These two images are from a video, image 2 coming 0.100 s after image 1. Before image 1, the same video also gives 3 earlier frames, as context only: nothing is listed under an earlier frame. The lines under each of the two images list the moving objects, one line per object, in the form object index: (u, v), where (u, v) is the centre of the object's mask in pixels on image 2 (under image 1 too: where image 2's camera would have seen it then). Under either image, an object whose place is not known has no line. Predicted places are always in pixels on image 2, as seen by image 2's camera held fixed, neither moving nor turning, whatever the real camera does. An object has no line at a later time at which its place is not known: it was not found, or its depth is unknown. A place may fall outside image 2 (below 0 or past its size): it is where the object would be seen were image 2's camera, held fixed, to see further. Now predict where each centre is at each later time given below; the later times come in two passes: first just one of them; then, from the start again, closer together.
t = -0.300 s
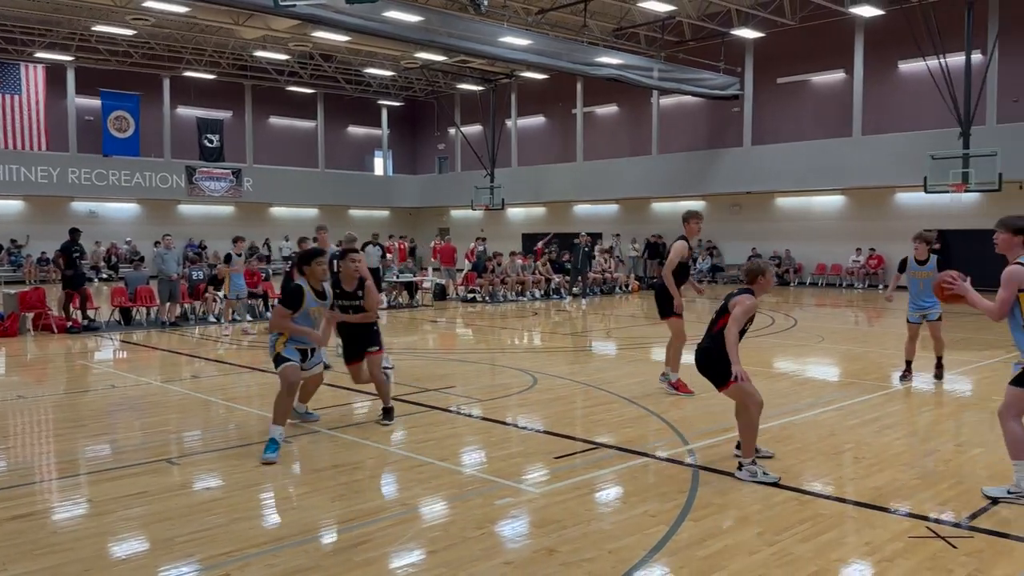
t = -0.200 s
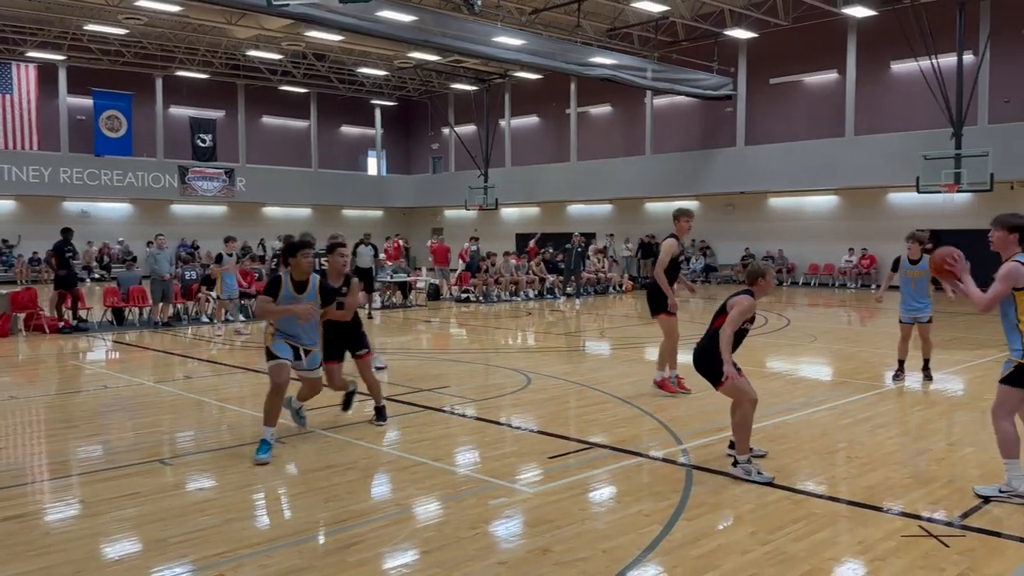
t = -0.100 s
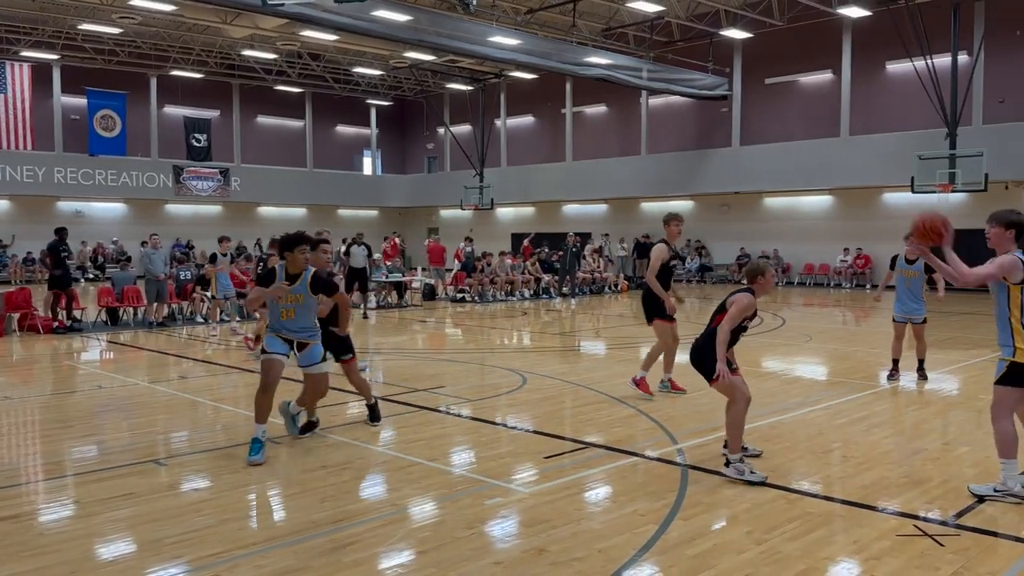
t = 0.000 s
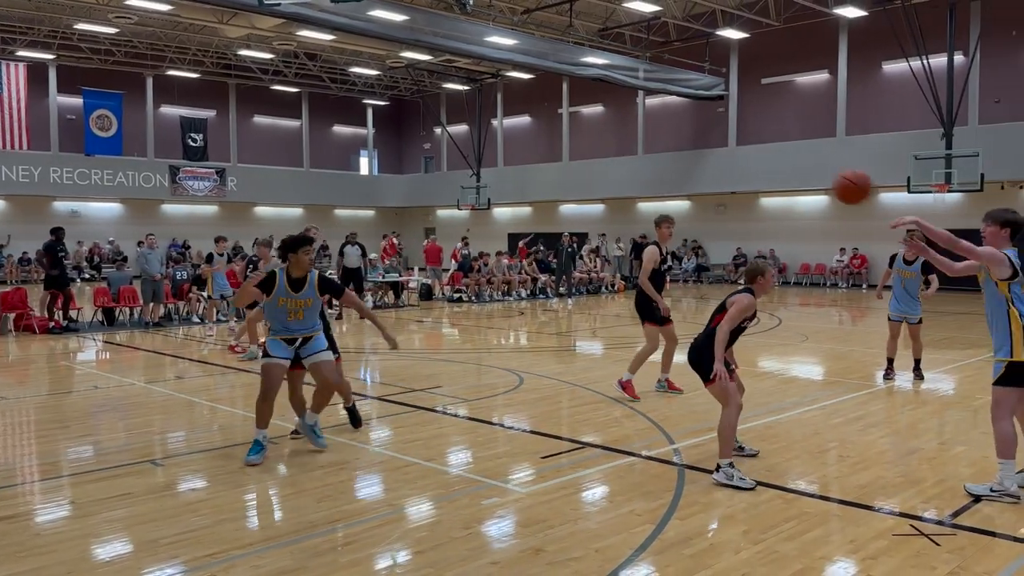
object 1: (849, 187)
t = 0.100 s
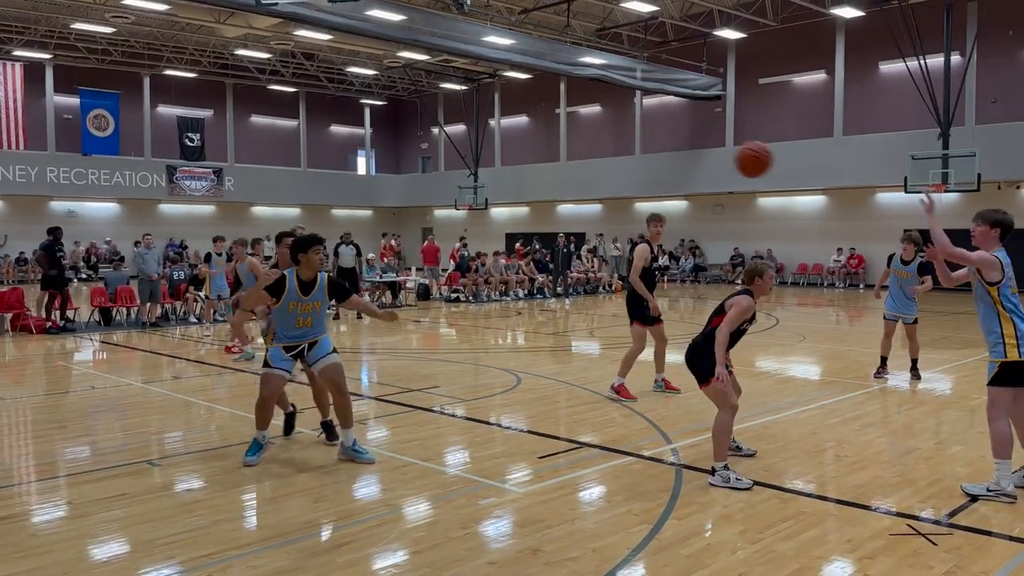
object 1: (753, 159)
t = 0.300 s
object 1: (549, 146)
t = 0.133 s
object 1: (720, 153)
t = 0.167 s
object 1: (687, 148)
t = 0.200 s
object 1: (653, 145)
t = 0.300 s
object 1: (549, 146)
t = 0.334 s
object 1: (514, 150)
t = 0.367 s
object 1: (478, 155)
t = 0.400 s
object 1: (441, 162)
